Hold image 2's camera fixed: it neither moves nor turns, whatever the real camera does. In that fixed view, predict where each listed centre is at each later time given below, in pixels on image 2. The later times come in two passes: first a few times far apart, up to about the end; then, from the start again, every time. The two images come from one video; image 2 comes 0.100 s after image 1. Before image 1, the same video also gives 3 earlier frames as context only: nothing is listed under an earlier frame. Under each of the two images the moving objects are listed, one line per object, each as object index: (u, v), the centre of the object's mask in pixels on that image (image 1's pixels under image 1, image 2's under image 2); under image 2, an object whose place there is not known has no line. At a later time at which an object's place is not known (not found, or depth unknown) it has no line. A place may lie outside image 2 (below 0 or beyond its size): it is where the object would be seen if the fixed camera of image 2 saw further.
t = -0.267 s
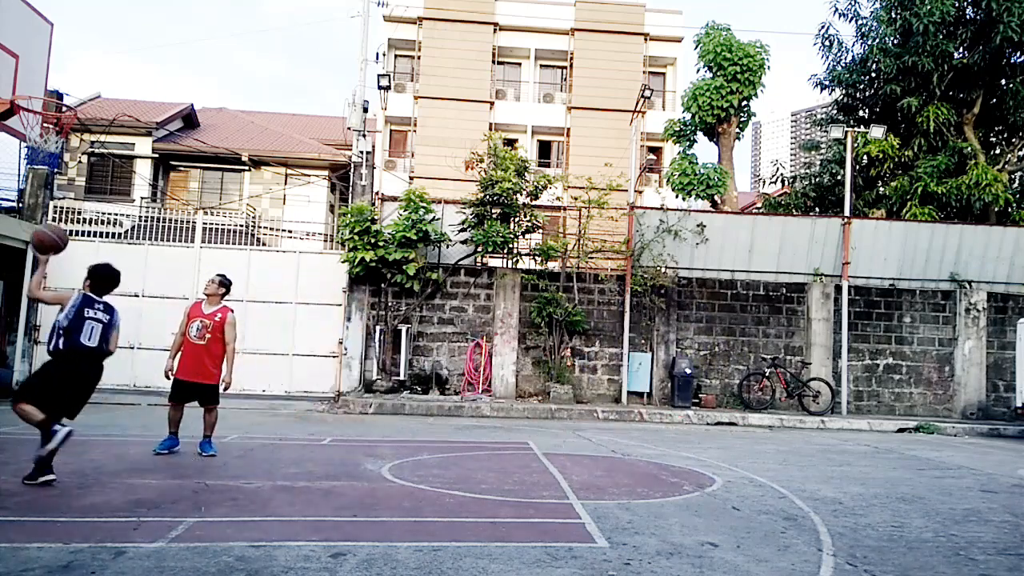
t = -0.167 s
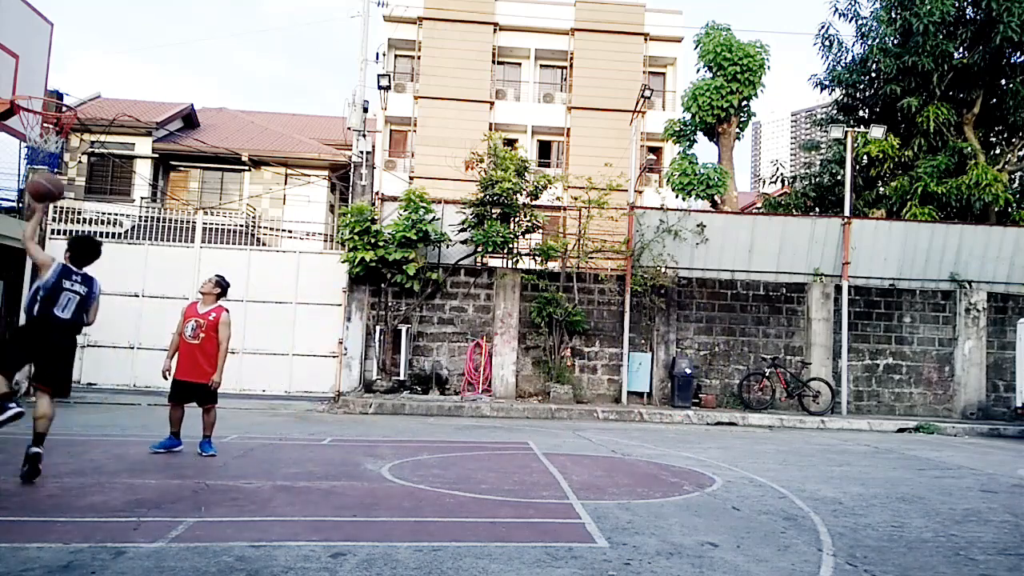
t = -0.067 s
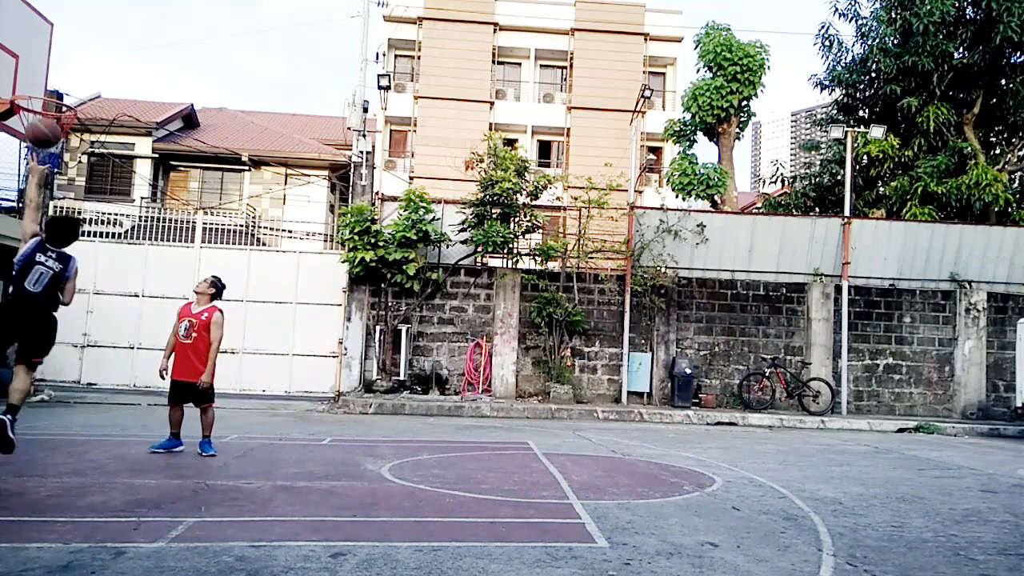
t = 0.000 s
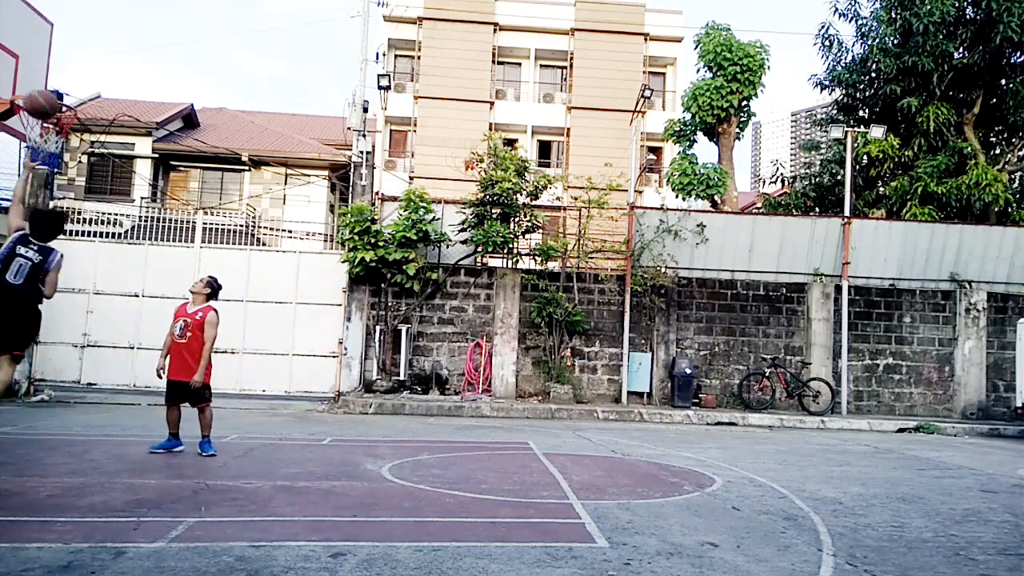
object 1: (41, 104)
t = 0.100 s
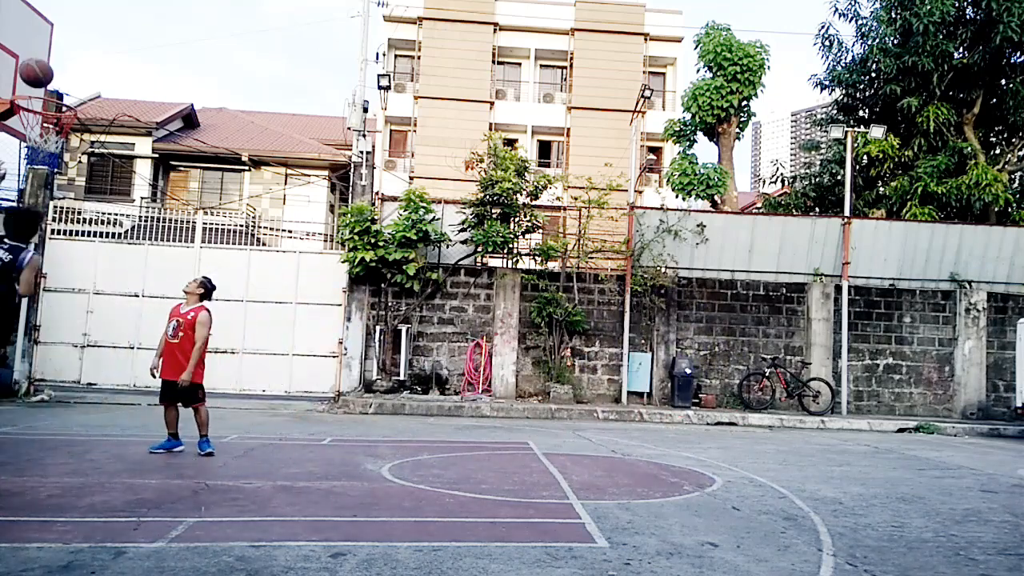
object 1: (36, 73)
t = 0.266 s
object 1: (26, 48)
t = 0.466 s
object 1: (25, 58)
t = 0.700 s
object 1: (57, 91)
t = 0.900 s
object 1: (78, 91)
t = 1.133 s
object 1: (109, 125)
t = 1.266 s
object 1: (126, 166)
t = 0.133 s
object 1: (34, 65)
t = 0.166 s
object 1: (32, 59)
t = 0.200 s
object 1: (31, 54)
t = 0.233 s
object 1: (28, 50)
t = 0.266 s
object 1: (26, 48)
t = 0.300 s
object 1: (24, 47)
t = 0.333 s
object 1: (21, 47)
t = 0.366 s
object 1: (19, 48)
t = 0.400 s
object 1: (16, 51)
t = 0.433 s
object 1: (19, 54)
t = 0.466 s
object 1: (25, 58)
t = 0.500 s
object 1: (30, 64)
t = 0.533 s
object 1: (35, 71)
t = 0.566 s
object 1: (40, 79)
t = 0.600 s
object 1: (45, 87)
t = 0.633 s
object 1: (48, 95)
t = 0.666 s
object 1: (53, 93)
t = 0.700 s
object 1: (57, 91)
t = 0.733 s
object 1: (60, 89)
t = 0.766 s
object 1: (64, 88)
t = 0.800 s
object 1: (68, 87)
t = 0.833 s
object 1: (71, 87)
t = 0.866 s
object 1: (75, 88)
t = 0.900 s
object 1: (78, 91)
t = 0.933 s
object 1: (82, 95)
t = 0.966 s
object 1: (85, 99)
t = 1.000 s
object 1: (90, 101)
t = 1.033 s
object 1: (95, 105)
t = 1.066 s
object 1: (100, 111)
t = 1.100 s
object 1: (104, 116)
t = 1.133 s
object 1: (109, 125)
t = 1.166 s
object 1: (114, 132)
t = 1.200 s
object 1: (118, 141)
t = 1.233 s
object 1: (122, 154)
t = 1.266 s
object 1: (126, 166)
